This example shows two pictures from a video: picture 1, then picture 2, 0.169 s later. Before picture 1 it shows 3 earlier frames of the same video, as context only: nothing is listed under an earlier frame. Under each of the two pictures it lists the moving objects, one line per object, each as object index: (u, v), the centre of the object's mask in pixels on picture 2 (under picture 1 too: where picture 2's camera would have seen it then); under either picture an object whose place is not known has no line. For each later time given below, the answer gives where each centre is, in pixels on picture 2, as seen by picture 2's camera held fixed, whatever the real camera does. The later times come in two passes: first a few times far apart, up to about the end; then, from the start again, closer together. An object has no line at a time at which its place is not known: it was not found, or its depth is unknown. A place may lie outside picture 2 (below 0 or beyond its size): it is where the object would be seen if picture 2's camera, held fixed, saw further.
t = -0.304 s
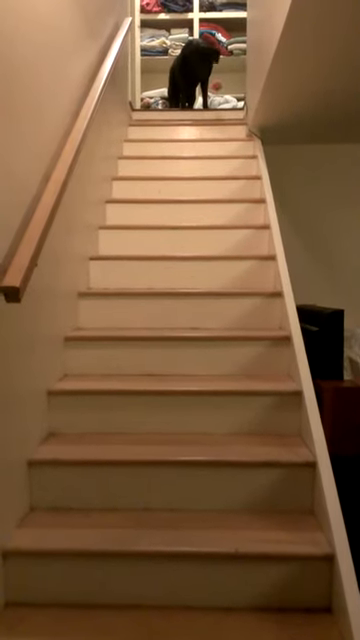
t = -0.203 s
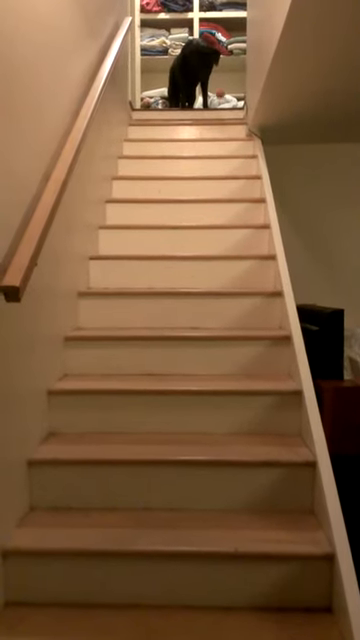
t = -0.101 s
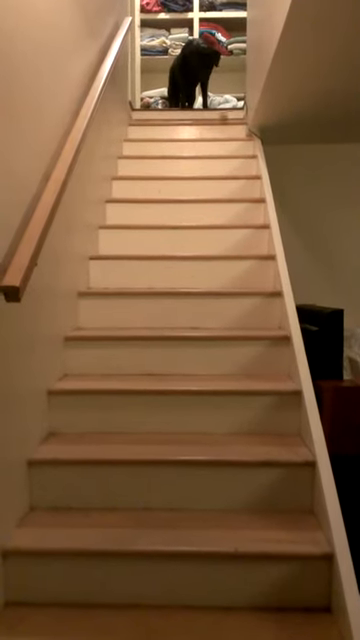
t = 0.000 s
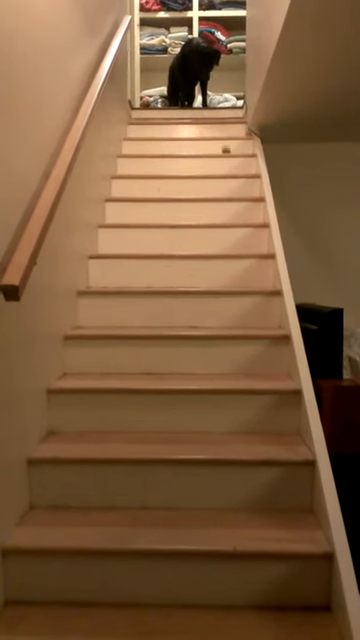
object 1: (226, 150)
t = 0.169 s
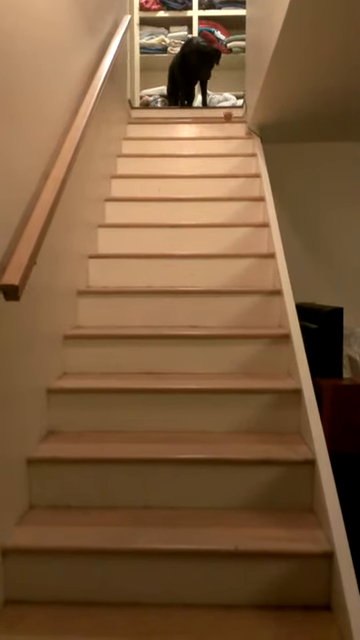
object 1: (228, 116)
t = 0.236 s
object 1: (228, 113)
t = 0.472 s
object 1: (230, 152)
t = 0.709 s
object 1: (227, 133)
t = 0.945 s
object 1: (220, 171)
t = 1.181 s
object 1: (215, 161)
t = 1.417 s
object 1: (211, 189)
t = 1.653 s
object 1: (204, 184)
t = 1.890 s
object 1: (198, 208)
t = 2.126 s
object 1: (191, 194)
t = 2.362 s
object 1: (184, 244)
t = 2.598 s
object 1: (176, 223)
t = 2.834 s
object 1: (170, 232)
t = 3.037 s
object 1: (166, 267)
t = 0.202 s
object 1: (228, 113)
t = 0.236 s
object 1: (228, 113)
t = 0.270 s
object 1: (228, 113)
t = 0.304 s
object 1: (228, 115)
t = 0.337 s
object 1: (229, 118)
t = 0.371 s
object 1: (229, 124)
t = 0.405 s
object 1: (230, 131)
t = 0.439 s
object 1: (230, 140)
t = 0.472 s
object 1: (230, 152)
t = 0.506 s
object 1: (231, 165)
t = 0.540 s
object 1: (230, 168)
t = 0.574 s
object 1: (229, 158)
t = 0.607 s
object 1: (229, 150)
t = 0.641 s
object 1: (228, 143)
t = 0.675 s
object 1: (228, 138)
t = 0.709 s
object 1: (227, 133)
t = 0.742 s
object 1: (226, 132)
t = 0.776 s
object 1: (225, 132)
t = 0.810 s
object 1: (225, 133)
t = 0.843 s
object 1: (223, 143)
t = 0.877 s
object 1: (222, 149)
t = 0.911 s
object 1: (221, 159)
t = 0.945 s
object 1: (220, 171)
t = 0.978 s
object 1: (219, 185)
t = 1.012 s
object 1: (218, 191)
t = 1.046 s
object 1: (218, 184)
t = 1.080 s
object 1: (217, 175)
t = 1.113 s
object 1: (217, 169)
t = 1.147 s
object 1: (216, 163)
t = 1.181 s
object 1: (215, 161)
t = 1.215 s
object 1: (214, 159)
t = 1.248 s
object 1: (214, 160)
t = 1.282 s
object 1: (213, 162)
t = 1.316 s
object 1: (212, 165)
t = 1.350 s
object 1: (211, 171)
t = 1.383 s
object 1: (211, 179)
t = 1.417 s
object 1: (211, 189)
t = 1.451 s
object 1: (209, 204)
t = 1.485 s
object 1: (208, 215)
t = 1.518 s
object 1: (207, 214)
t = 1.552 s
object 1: (207, 208)
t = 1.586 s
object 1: (206, 194)
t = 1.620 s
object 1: (205, 188)
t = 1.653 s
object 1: (204, 184)
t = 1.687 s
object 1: (203, 182)
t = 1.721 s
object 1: (203, 182)
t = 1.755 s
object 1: (202, 182)
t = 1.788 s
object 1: (201, 186)
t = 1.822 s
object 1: (200, 191)
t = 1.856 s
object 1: (199, 198)
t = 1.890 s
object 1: (198, 208)
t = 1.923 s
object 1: (197, 216)
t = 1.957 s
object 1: (197, 209)
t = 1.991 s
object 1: (195, 203)
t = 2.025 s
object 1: (195, 198)
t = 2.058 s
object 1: (194, 194)
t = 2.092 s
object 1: (193, 194)
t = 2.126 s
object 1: (191, 194)
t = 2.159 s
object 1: (191, 197)
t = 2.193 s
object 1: (189, 202)
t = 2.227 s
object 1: (188, 210)
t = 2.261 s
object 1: (187, 219)
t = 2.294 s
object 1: (186, 230)
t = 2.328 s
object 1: (185, 244)
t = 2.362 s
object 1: (184, 244)
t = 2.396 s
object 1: (183, 234)
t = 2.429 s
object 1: (182, 227)
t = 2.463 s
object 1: (181, 222)
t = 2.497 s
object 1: (180, 219)
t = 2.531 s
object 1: (179, 219)
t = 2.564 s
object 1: (178, 219)
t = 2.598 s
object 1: (176, 223)
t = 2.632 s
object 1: (175, 229)
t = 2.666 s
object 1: (174, 237)
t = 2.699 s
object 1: (173, 246)
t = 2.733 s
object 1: (173, 242)
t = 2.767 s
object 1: (172, 236)
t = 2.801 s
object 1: (171, 233)
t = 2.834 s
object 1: (170, 232)
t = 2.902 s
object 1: (169, 235)
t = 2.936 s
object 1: (168, 241)
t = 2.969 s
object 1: (167, 248)
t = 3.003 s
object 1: (166, 256)
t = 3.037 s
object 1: (166, 267)
